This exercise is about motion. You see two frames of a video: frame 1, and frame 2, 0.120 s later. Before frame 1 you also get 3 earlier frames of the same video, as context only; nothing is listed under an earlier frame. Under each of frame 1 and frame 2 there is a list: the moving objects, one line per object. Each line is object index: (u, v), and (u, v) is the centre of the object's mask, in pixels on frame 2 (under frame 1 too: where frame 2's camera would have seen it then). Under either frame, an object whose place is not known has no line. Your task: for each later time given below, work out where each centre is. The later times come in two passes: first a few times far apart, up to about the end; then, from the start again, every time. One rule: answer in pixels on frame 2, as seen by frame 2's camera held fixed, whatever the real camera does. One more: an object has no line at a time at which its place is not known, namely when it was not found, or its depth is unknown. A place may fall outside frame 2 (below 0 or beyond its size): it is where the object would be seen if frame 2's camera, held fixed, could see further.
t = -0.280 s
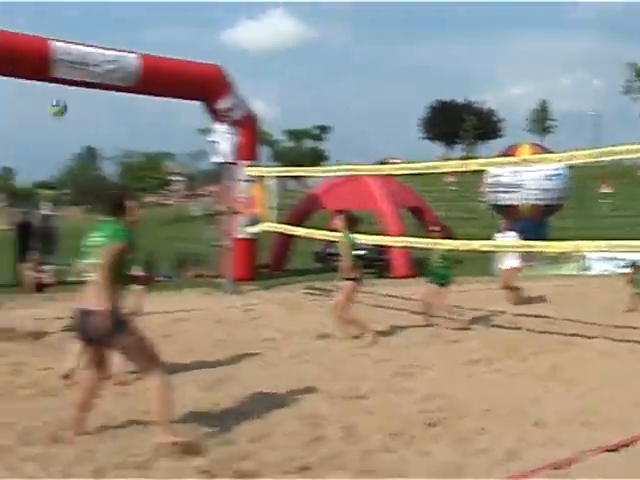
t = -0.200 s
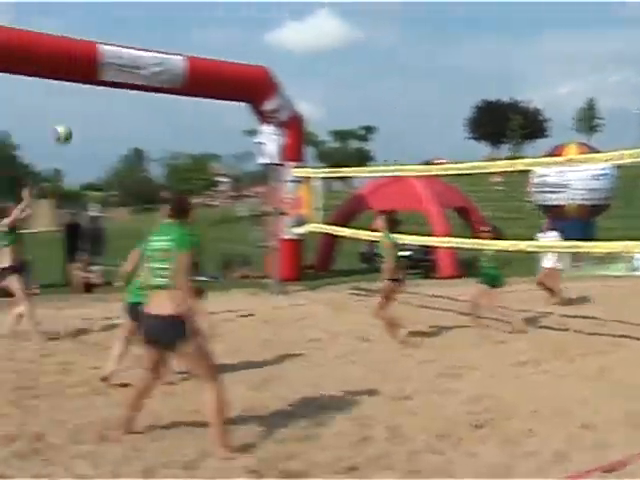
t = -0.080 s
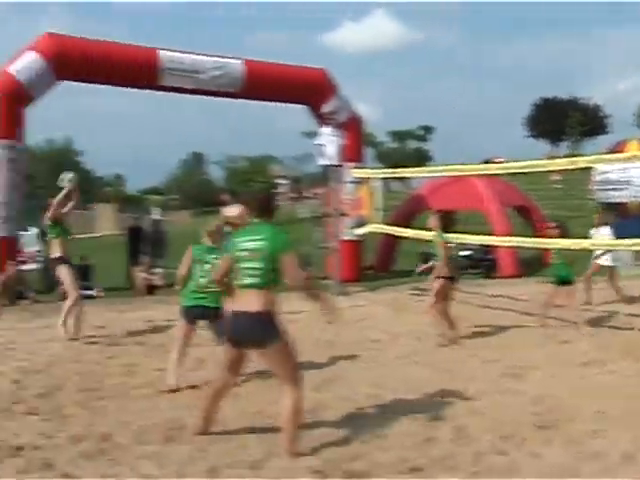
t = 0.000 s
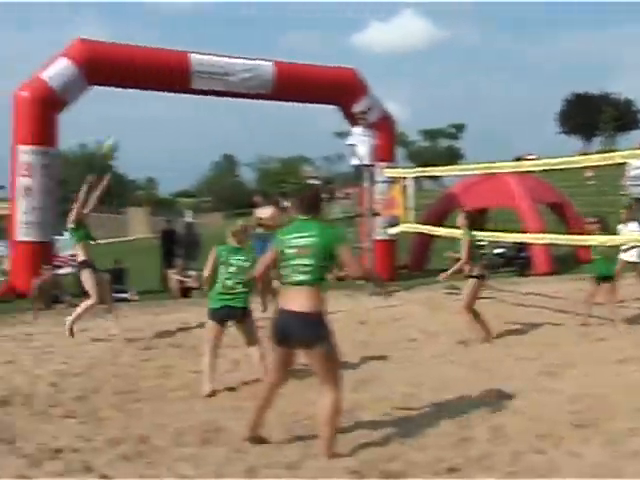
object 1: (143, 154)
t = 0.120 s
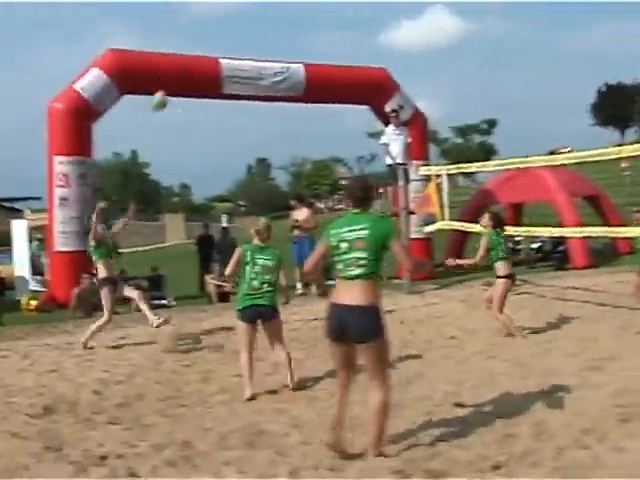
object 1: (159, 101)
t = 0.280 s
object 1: (182, 48)
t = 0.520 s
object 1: (218, 13)
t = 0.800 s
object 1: (261, 27)
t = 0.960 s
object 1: (287, 63)
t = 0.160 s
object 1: (164, 85)
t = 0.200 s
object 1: (168, 72)
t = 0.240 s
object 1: (174, 60)
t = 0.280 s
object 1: (182, 48)
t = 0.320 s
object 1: (187, 40)
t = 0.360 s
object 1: (193, 32)
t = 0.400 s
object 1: (199, 25)
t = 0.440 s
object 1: (205, 20)
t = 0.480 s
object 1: (212, 16)
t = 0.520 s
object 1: (218, 13)
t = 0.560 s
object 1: (223, 11)
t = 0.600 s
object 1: (229, 12)
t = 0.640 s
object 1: (235, 14)
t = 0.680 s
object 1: (241, 15)
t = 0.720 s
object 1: (248, 17)
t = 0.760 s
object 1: (255, 20)
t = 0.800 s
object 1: (261, 27)
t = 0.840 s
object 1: (268, 33)
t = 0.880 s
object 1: (275, 41)
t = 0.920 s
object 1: (281, 51)
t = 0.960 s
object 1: (287, 63)
